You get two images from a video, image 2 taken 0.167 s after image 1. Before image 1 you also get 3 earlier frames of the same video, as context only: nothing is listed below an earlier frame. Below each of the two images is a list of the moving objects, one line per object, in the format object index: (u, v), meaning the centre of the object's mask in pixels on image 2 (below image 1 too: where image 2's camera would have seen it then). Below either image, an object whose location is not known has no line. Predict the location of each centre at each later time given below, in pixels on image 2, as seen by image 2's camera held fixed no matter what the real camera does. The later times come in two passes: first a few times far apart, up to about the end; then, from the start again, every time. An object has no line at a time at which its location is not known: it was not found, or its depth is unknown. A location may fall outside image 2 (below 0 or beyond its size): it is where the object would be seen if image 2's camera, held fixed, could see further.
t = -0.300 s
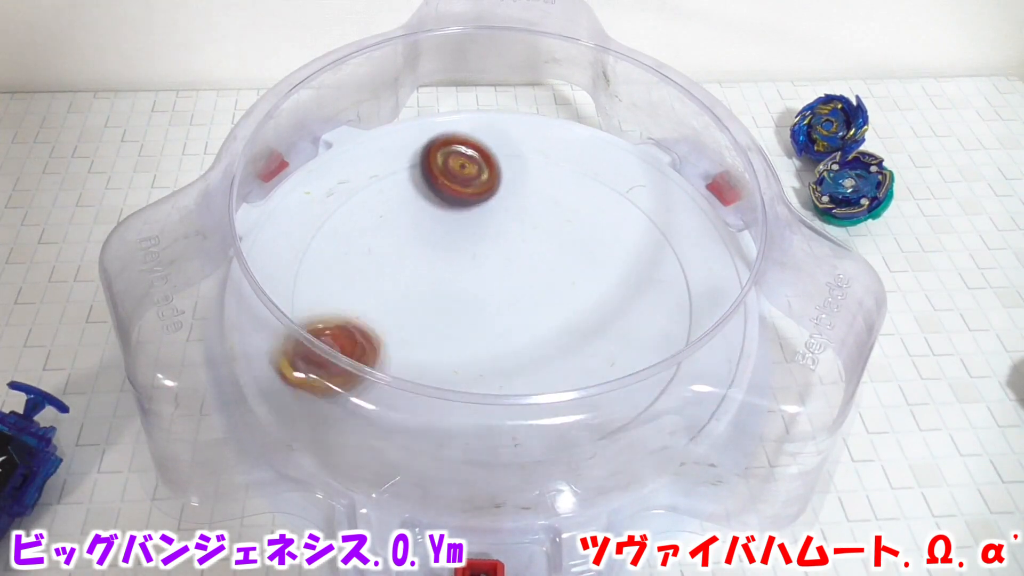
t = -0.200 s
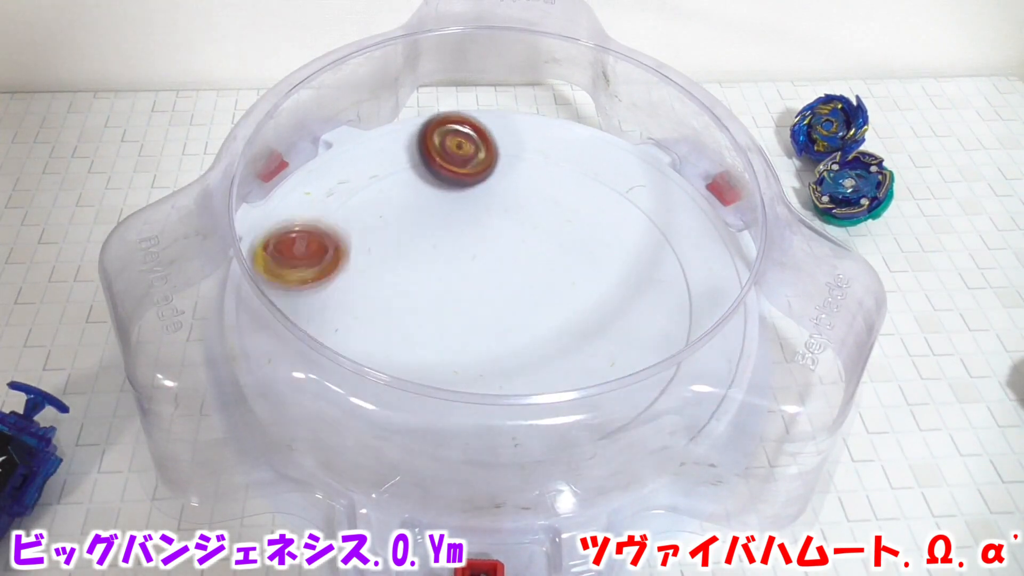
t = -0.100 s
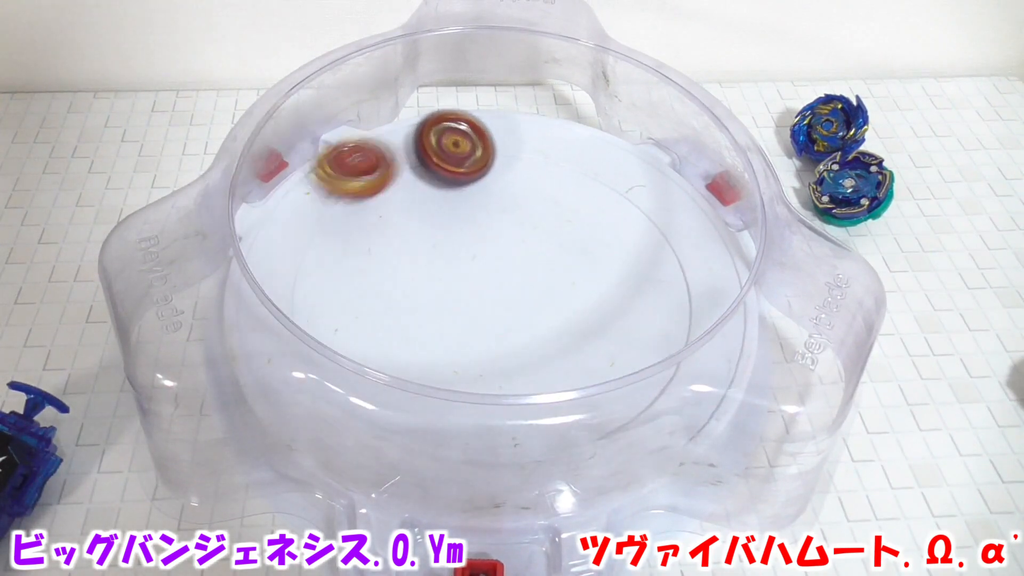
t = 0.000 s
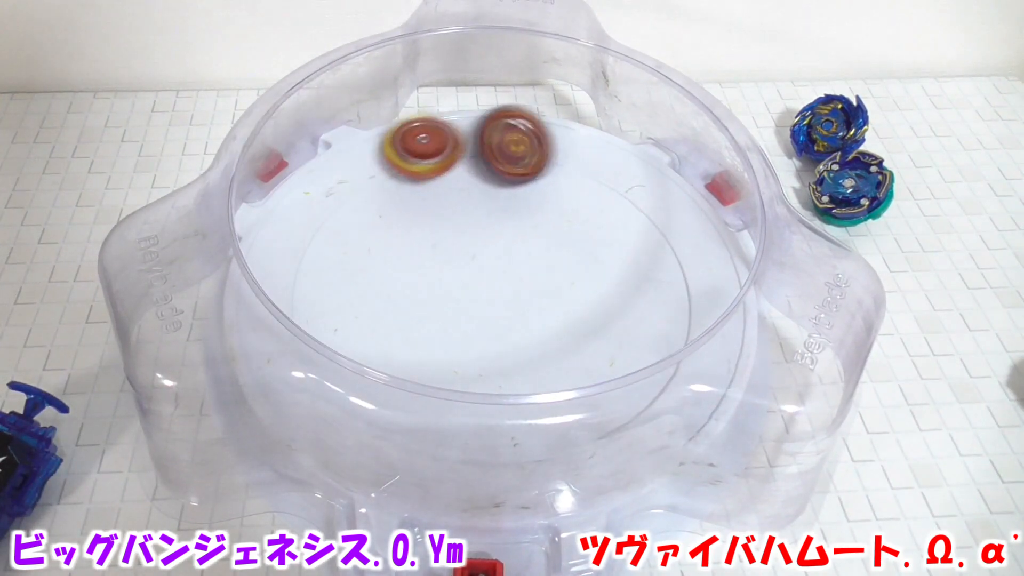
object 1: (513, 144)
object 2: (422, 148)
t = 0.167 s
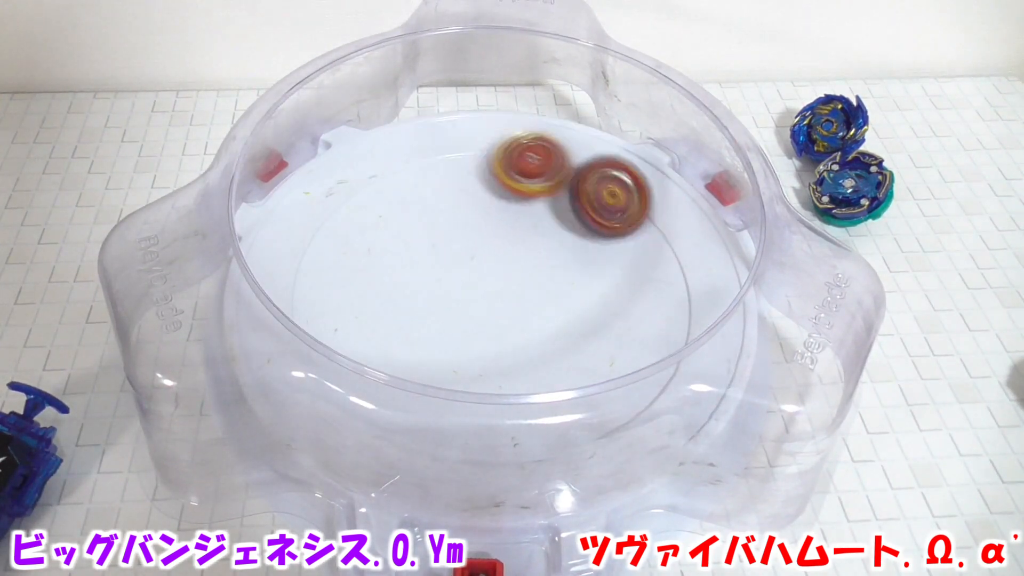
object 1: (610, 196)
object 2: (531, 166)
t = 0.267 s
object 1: (680, 251)
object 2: (575, 206)
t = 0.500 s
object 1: (714, 358)
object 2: (512, 363)
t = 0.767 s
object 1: (559, 298)
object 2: (305, 290)
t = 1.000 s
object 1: (498, 197)
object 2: (413, 154)
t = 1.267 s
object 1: (626, 189)
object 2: (474, 239)
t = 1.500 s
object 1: (572, 222)
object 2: (433, 351)
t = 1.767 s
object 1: (551, 245)
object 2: (308, 311)
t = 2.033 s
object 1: (542, 276)
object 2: (444, 219)
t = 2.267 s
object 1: (529, 325)
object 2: (606, 253)
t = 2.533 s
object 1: (449, 318)
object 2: (654, 414)
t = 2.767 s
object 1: (337, 276)
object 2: (586, 361)
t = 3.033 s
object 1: (318, 260)
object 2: (529, 267)
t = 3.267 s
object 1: (377, 247)
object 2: (572, 206)
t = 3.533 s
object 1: (461, 219)
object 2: (643, 237)
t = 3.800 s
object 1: (515, 206)
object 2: (473, 290)
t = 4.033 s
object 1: (547, 228)
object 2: (387, 212)
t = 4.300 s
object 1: (571, 271)
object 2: (465, 148)
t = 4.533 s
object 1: (568, 334)
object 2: (531, 259)
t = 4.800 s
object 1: (546, 379)
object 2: (417, 323)
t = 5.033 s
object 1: (506, 369)
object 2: (334, 271)
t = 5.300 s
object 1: (444, 328)
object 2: (477, 240)
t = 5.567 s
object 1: (414, 269)
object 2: (580, 320)
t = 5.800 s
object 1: (426, 226)
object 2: (548, 393)
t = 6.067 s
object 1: (471, 210)
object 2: (437, 307)
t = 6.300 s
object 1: (524, 195)
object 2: (475, 261)
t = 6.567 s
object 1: (597, 187)
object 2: (424, 336)
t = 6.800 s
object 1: (600, 247)
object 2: (422, 275)
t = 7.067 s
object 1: (570, 330)
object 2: (517, 256)
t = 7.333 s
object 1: (470, 357)
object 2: (520, 283)
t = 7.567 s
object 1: (392, 328)
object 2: (466, 265)
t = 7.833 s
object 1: (373, 265)
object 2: (506, 250)
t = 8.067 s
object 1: (416, 221)
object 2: (486, 297)
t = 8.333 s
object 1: (495, 201)
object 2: (435, 269)
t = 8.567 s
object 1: (567, 219)
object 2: (491, 270)
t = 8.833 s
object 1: (606, 274)
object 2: (481, 324)
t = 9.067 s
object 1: (581, 333)
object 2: (450, 287)
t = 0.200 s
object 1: (633, 215)
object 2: (550, 175)
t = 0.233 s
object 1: (659, 232)
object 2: (563, 188)
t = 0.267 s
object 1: (680, 251)
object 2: (575, 206)
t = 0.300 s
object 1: (696, 270)
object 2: (586, 229)
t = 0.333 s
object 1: (702, 285)
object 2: (591, 256)
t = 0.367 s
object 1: (715, 308)
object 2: (589, 284)
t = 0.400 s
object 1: (724, 325)
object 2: (580, 310)
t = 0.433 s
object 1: (724, 339)
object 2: (563, 334)
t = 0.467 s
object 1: (721, 352)
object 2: (540, 354)
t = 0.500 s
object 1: (714, 358)
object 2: (512, 363)
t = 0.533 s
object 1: (702, 362)
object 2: (481, 377)
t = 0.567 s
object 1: (688, 363)
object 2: (448, 383)
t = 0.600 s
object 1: (671, 358)
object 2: (413, 380)
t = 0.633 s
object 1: (652, 354)
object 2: (381, 372)
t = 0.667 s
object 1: (627, 339)
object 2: (349, 358)
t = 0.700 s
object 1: (606, 333)
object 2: (323, 340)
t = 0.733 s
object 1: (582, 317)
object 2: (302, 318)
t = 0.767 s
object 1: (559, 298)
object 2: (305, 290)
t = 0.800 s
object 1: (540, 277)
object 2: (308, 269)
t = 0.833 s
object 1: (522, 257)
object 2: (319, 245)
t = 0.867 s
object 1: (510, 239)
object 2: (331, 221)
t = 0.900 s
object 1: (500, 224)
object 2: (346, 198)
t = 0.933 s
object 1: (494, 212)
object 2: (367, 179)
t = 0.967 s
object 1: (491, 203)
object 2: (393, 165)
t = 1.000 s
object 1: (498, 197)
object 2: (413, 154)
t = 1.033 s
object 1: (531, 195)
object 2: (409, 147)
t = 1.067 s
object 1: (560, 193)
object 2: (413, 156)
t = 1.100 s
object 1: (584, 190)
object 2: (421, 166)
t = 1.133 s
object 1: (602, 188)
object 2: (432, 177)
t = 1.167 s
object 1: (616, 186)
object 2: (445, 188)
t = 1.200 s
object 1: (624, 184)
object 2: (458, 203)
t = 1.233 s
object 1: (628, 186)
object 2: (468, 220)
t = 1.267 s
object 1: (626, 189)
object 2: (474, 239)
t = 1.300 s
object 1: (621, 195)
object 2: (478, 259)
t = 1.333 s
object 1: (612, 200)
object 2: (478, 278)
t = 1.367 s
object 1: (604, 206)
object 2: (475, 297)
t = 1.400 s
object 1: (595, 210)
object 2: (469, 314)
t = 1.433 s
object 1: (587, 214)
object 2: (459, 331)
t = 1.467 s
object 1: (579, 218)
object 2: (447, 344)
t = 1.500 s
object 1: (572, 222)
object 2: (433, 351)
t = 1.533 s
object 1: (565, 226)
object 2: (418, 352)
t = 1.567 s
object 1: (560, 229)
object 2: (403, 352)
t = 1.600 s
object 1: (556, 232)
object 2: (382, 358)
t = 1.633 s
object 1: (554, 235)
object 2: (366, 354)
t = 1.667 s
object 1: (552, 238)
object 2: (350, 346)
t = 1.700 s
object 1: (550, 240)
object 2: (334, 337)
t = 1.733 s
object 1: (550, 243)
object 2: (320, 326)
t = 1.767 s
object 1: (551, 245)
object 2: (308, 311)
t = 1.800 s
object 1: (551, 247)
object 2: (307, 292)
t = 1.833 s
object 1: (551, 250)
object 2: (310, 277)
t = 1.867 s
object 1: (552, 253)
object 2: (320, 259)
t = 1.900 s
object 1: (552, 257)
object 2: (337, 244)
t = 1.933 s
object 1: (552, 260)
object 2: (360, 232)
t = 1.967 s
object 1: (549, 266)
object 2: (386, 225)
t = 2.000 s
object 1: (546, 271)
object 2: (415, 220)
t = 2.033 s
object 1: (542, 276)
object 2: (444, 219)
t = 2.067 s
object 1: (540, 281)
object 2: (474, 221)
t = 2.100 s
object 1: (541, 289)
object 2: (501, 221)
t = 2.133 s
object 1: (540, 298)
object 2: (526, 220)
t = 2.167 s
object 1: (538, 306)
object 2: (549, 223)
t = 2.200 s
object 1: (536, 313)
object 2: (572, 229)
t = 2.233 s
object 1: (532, 320)
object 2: (591, 239)
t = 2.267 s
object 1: (529, 325)
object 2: (606, 253)
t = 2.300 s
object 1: (525, 329)
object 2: (619, 270)
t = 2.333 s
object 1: (523, 333)
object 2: (628, 289)
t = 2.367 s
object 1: (521, 336)
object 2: (632, 310)
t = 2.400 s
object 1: (519, 339)
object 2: (630, 332)
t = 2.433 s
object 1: (518, 341)
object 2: (618, 347)
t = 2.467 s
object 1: (509, 340)
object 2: (618, 373)
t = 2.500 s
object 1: (476, 328)
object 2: (643, 397)
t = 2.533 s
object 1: (449, 318)
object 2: (654, 414)
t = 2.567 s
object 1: (425, 308)
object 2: (655, 424)
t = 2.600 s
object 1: (405, 298)
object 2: (650, 416)
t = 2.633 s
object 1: (388, 291)
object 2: (643, 411)
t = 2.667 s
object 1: (373, 285)
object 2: (629, 393)
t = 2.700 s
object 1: (360, 282)
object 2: (616, 382)
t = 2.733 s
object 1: (348, 279)
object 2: (596, 365)
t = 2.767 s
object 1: (337, 276)
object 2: (586, 361)
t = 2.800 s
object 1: (328, 273)
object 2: (572, 353)
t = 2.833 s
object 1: (320, 270)
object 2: (560, 341)
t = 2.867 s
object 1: (314, 268)
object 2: (549, 329)
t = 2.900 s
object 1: (309, 265)
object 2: (541, 316)
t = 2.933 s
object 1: (307, 264)
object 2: (536, 303)
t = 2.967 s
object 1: (309, 263)
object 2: (532, 290)
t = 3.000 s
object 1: (313, 262)
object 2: (530, 277)
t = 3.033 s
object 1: (318, 260)
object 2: (529, 267)
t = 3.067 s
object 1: (324, 259)
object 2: (530, 255)
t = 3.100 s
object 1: (331, 258)
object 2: (533, 245)
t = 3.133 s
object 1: (339, 257)
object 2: (539, 234)
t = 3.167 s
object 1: (347, 254)
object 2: (545, 225)
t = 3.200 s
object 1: (356, 252)
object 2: (553, 218)
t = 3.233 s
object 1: (366, 250)
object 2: (562, 211)
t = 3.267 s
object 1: (377, 247)
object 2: (572, 206)
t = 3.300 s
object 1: (387, 243)
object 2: (583, 203)
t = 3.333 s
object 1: (398, 240)
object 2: (593, 202)
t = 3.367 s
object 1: (409, 237)
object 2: (604, 202)
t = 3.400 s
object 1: (420, 234)
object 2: (614, 204)
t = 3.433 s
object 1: (430, 231)
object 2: (624, 208)
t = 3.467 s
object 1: (441, 227)
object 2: (635, 214)
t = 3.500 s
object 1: (451, 223)
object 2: (642, 224)
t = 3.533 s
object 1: (461, 219)
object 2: (643, 237)
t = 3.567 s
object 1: (470, 215)
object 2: (636, 254)
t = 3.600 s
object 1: (477, 212)
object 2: (621, 269)
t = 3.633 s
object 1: (484, 209)
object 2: (600, 281)
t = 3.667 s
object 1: (491, 207)
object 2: (576, 289)
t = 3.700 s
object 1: (498, 205)
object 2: (549, 294)
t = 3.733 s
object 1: (504, 205)
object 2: (522, 295)
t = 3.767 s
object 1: (509, 205)
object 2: (497, 294)
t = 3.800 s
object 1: (515, 206)
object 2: (473, 290)
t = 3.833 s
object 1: (522, 207)
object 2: (454, 284)
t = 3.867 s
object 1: (527, 209)
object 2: (437, 275)
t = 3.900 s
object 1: (531, 212)
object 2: (423, 264)
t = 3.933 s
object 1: (535, 215)
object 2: (409, 253)
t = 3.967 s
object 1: (539, 219)
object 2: (399, 240)
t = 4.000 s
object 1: (543, 223)
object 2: (391, 225)
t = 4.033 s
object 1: (547, 228)
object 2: (387, 212)
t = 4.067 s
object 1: (551, 233)
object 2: (386, 197)
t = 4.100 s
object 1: (555, 238)
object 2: (389, 184)
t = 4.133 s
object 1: (558, 243)
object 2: (395, 172)
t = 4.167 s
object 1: (561, 248)
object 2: (405, 161)
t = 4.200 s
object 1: (564, 254)
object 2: (416, 151)
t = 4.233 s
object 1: (567, 259)
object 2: (430, 145)
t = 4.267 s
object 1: (569, 264)
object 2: (447, 144)
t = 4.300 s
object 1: (571, 271)
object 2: (465, 148)
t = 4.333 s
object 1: (573, 278)
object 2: (484, 157)
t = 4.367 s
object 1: (573, 284)
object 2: (500, 171)
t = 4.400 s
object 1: (572, 292)
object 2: (515, 187)
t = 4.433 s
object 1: (570, 300)
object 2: (526, 206)
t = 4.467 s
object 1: (568, 309)
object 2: (534, 227)
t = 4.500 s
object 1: (566, 319)
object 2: (537, 248)
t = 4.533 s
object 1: (568, 334)
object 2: (531, 259)
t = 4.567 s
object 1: (569, 346)
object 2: (521, 270)
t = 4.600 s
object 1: (568, 354)
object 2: (510, 282)
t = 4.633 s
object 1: (567, 360)
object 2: (498, 292)
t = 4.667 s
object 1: (564, 364)
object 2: (483, 302)
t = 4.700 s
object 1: (558, 368)
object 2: (467, 312)
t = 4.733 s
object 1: (555, 377)
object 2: (450, 318)
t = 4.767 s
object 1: (550, 378)
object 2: (433, 322)
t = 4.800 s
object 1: (546, 379)
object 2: (417, 323)
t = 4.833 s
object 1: (542, 380)
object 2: (399, 322)
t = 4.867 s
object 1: (537, 374)
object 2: (383, 320)
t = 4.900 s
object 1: (531, 374)
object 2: (368, 314)
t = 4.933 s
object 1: (525, 373)
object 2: (354, 306)
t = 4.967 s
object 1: (519, 372)
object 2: (344, 296)
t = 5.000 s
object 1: (513, 371)
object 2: (336, 284)
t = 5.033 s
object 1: (506, 369)
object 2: (334, 271)
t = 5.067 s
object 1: (500, 366)
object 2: (339, 258)
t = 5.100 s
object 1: (492, 363)
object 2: (350, 246)
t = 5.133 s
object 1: (484, 359)
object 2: (365, 237)
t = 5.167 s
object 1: (475, 354)
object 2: (386, 232)
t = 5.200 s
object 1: (468, 348)
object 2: (408, 230)
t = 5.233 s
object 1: (459, 342)
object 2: (431, 231)
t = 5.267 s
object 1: (451, 335)
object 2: (454, 234)
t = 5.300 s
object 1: (444, 328)
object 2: (477, 240)
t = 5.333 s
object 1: (438, 321)
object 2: (498, 248)
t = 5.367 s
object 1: (432, 314)
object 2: (516, 257)
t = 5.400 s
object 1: (426, 306)
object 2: (532, 266)
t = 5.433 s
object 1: (422, 298)
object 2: (546, 276)
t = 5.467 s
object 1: (419, 291)
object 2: (556, 286)
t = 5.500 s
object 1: (417, 284)
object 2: (566, 296)
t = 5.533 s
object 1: (415, 276)
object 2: (573, 308)
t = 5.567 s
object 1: (414, 269)
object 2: (580, 320)
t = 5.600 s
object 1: (413, 261)
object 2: (585, 332)
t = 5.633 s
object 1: (414, 255)
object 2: (588, 343)
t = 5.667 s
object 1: (415, 249)
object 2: (586, 354)
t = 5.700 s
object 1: (416, 243)
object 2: (579, 361)
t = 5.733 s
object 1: (419, 237)
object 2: (571, 368)
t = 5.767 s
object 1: (422, 231)
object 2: (563, 382)
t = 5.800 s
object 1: (426, 226)
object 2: (548, 393)
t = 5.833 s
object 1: (430, 222)
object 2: (528, 397)
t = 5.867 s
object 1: (436, 219)
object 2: (505, 394)
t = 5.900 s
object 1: (441, 216)
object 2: (484, 387)
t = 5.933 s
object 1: (447, 214)
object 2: (467, 369)
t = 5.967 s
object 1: (453, 213)
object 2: (451, 359)
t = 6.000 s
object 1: (458, 212)
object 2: (441, 343)
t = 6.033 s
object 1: (465, 210)
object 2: (437, 324)
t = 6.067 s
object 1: (471, 210)
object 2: (437, 307)
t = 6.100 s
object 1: (477, 210)
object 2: (440, 289)
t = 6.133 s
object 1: (483, 208)
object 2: (446, 274)
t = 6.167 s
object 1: (492, 198)
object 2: (445, 275)
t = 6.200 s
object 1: (501, 192)
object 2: (448, 275)
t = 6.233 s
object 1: (510, 191)
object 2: (454, 271)
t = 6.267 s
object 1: (517, 192)
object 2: (463, 267)
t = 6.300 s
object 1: (524, 195)
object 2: (475, 261)
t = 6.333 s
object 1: (536, 194)
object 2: (482, 267)
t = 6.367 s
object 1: (554, 183)
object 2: (480, 286)
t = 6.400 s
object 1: (568, 176)
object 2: (476, 302)
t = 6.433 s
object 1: (578, 174)
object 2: (470, 315)
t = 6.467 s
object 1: (584, 175)
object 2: (461, 325)
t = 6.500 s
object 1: (590, 177)
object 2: (451, 331)
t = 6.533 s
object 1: (594, 181)
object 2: (438, 335)
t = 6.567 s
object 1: (597, 187)
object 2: (424, 336)
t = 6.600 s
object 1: (600, 193)
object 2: (410, 333)
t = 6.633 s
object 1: (602, 201)
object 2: (400, 325)
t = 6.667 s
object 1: (603, 209)
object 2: (394, 316)
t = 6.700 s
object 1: (603, 218)
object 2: (394, 304)
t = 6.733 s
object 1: (603, 227)
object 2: (399, 293)
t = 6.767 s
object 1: (602, 237)
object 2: (409, 283)
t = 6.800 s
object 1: (600, 247)
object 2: (422, 275)
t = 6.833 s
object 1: (598, 258)
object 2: (438, 270)
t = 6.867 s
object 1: (594, 268)
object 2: (456, 267)
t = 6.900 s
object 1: (590, 278)
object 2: (474, 265)
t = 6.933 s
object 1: (585, 289)
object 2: (493, 267)
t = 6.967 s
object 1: (585, 300)
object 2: (504, 264)
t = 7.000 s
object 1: (585, 312)
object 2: (508, 262)
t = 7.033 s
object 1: (580, 322)
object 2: (512, 259)
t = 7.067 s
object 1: (570, 330)
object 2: (517, 256)
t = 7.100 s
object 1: (559, 336)
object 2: (524, 256)
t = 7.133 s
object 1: (548, 343)
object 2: (530, 257)
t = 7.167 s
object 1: (536, 348)
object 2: (534, 260)
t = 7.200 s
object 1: (523, 352)
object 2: (537, 264)
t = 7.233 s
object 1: (511, 356)
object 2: (536, 270)
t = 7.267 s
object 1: (497, 357)
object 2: (532, 275)
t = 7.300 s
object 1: (484, 358)
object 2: (526, 280)
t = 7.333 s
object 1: (470, 357)
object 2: (520, 283)
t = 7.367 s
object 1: (457, 356)
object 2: (511, 284)
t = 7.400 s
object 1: (444, 353)
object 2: (503, 284)
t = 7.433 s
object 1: (431, 350)
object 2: (494, 282)
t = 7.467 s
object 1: (420, 346)
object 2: (486, 279)
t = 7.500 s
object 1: (410, 341)
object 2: (477, 275)
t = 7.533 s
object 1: (400, 335)
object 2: (470, 270)
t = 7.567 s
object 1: (392, 328)
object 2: (466, 265)
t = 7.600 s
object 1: (385, 321)
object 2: (464, 259)
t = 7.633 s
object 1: (380, 314)
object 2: (465, 252)
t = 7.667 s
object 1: (375, 306)
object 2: (467, 246)
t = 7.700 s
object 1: (373, 298)
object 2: (473, 243)
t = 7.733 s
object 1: (371, 289)
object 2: (482, 240)
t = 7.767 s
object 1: (370, 280)
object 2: (490, 241)
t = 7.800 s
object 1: (371, 273)
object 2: (499, 244)
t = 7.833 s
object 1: (373, 265)
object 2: (506, 250)
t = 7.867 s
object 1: (377, 258)
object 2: (512, 257)
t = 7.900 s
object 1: (382, 250)
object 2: (513, 265)
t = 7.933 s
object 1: (387, 243)
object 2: (512, 273)
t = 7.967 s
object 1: (393, 237)
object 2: (508, 280)
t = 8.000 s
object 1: (400, 231)
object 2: (502, 288)
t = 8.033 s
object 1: (408, 226)
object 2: (495, 293)
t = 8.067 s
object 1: (416, 221)
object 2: (486, 297)
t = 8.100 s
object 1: (425, 216)
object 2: (476, 301)
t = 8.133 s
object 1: (435, 212)
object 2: (466, 302)
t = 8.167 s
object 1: (444, 209)
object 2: (455, 301)
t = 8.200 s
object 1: (455, 207)
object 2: (445, 298)
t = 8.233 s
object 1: (465, 204)
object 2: (438, 292)
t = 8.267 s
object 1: (474, 202)
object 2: (434, 285)
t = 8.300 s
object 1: (485, 201)
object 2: (433, 277)
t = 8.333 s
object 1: (495, 201)
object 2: (435, 269)
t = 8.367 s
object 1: (506, 202)
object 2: (440, 263)
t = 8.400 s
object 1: (516, 204)
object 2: (448, 257)
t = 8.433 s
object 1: (528, 205)
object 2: (456, 255)
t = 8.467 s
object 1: (539, 208)
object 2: (465, 256)
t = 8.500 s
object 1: (549, 211)
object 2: (475, 259)
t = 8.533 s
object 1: (559, 214)
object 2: (484, 264)
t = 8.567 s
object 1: (567, 219)
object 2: (491, 270)
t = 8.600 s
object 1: (575, 224)
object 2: (496, 277)
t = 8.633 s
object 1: (582, 229)
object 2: (499, 284)
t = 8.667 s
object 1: (589, 235)
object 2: (502, 292)
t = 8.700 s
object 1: (595, 243)
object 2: (504, 300)
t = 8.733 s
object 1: (600, 250)
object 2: (502, 308)
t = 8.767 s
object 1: (603, 257)
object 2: (497, 316)
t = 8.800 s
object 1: (605, 266)
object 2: (490, 321)
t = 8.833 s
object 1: (606, 274)
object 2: (481, 324)
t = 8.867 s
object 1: (606, 284)
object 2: (470, 325)
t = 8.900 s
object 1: (606, 292)
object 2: (461, 323)
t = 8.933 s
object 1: (603, 300)
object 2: (453, 318)
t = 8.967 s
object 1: (599, 309)
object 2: (447, 311)
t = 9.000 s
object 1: (595, 318)
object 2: (445, 304)
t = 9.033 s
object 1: (588, 325)
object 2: (446, 295)
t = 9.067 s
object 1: (581, 333)
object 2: (450, 287)
